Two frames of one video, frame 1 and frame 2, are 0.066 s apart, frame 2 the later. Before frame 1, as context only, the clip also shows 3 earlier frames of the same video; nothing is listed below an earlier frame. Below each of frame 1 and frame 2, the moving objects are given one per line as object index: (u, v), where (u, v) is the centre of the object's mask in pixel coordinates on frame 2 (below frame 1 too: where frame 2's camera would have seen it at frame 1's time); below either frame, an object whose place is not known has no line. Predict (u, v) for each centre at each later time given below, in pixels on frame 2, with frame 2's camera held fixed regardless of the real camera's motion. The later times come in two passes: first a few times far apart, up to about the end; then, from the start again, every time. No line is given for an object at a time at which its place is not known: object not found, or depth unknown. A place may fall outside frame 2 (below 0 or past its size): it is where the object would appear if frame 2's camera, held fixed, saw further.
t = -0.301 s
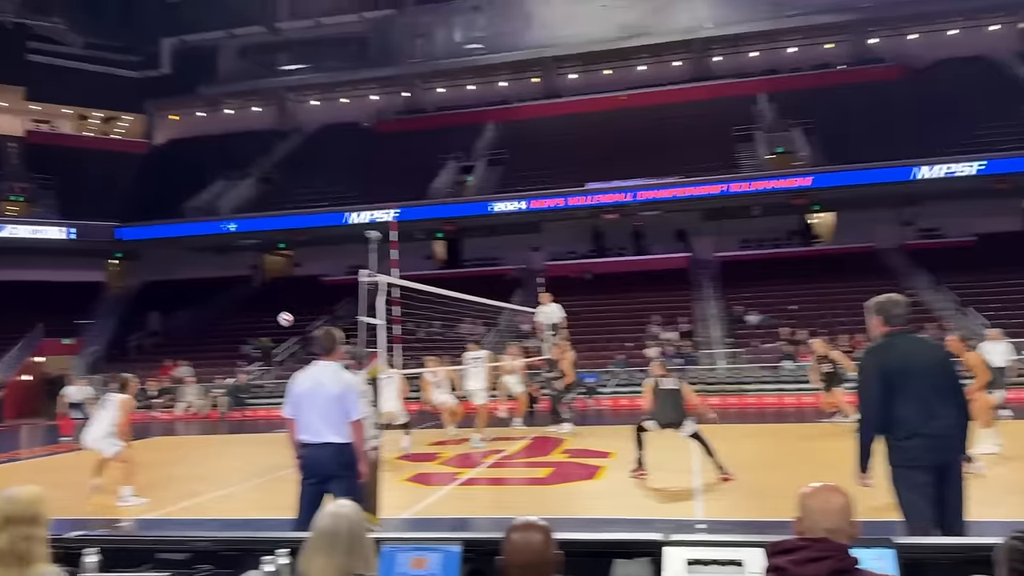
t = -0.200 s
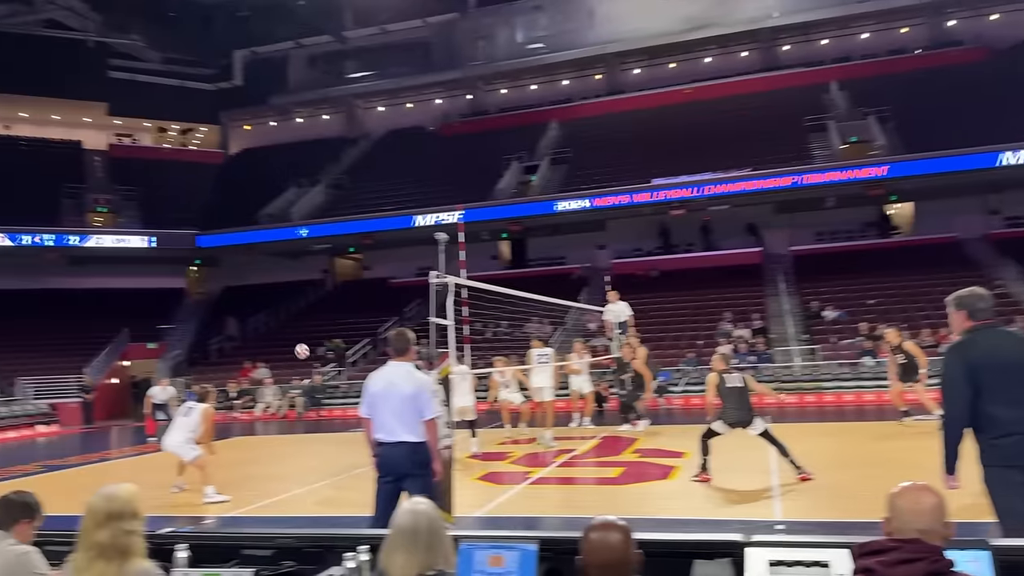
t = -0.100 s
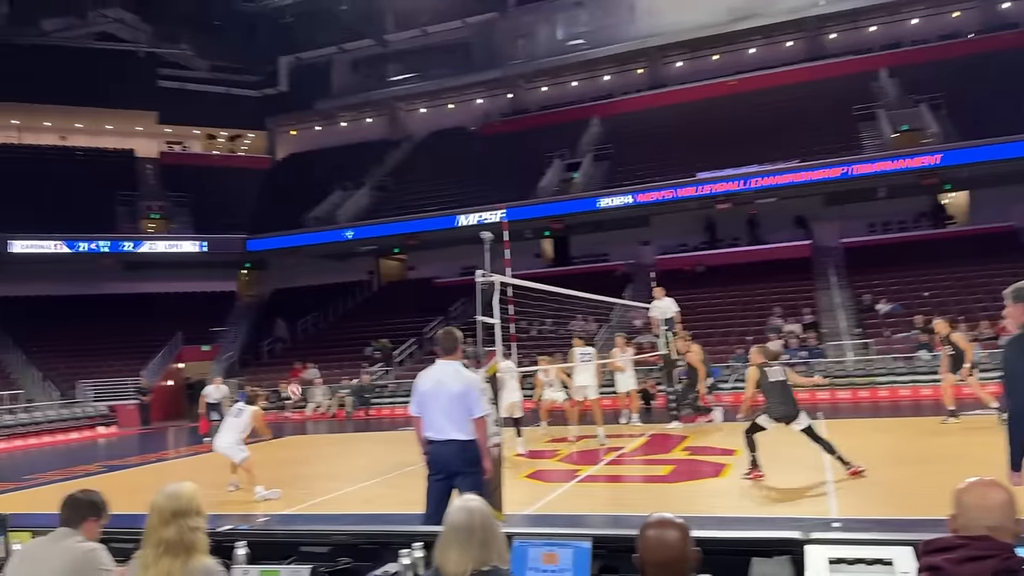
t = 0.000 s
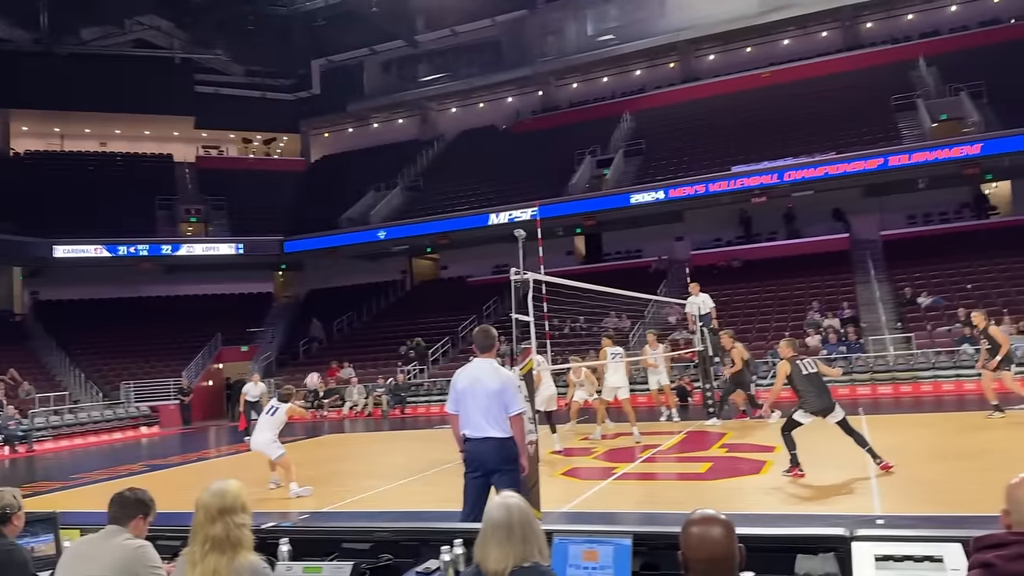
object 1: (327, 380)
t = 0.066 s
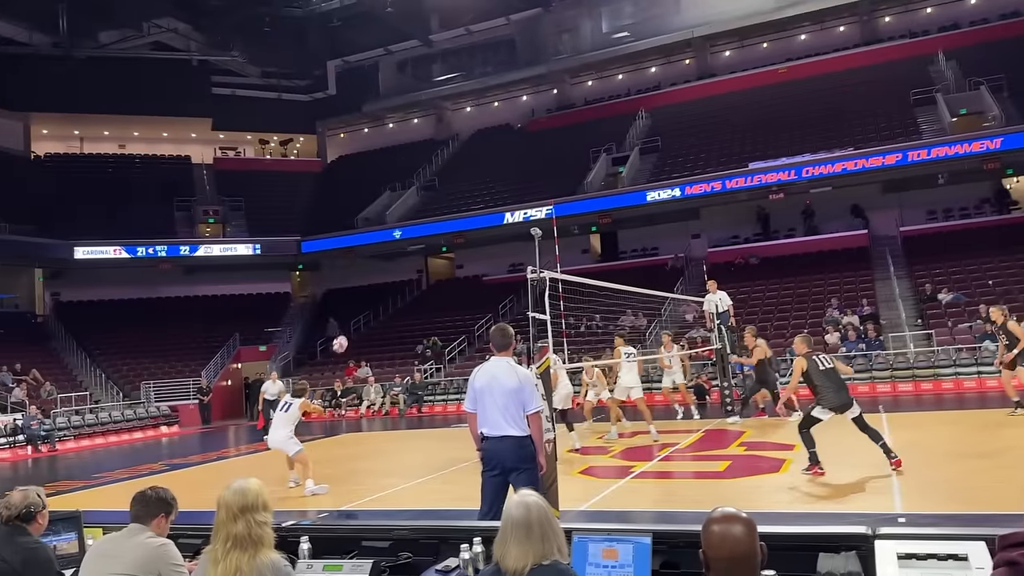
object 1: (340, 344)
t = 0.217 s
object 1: (364, 277)
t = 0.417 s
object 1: (389, 217)
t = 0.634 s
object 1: (409, 181)
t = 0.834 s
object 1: (428, 173)
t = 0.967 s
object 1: (443, 179)
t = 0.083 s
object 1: (343, 336)
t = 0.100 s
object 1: (346, 328)
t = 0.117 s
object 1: (349, 320)
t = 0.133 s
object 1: (351, 312)
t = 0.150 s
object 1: (354, 305)
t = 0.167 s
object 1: (357, 297)
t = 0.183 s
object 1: (359, 290)
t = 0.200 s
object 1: (362, 284)
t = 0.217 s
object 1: (364, 277)
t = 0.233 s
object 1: (367, 271)
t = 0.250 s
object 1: (369, 265)
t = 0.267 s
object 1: (371, 260)
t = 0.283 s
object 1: (373, 254)
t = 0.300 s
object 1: (375, 249)
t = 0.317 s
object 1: (377, 244)
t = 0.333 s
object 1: (380, 239)
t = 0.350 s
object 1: (382, 233)
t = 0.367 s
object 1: (383, 229)
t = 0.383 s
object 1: (385, 224)
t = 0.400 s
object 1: (387, 221)
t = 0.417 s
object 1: (389, 217)
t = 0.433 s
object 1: (390, 213)
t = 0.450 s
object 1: (392, 210)
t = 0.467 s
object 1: (394, 206)
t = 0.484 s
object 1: (395, 202)
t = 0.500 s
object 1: (396, 200)
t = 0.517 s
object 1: (398, 197)
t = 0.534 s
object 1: (400, 194)
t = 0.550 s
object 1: (402, 191)
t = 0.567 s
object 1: (403, 189)
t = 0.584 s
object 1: (405, 187)
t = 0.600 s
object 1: (406, 185)
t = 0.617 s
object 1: (408, 183)
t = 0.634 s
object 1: (409, 181)
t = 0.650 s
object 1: (411, 180)
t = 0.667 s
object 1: (412, 178)
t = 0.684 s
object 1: (414, 177)
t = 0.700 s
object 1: (416, 176)
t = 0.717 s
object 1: (417, 175)
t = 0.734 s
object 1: (419, 174)
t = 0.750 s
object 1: (421, 173)
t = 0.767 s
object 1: (422, 173)
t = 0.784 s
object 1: (424, 173)
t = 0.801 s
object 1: (425, 172)
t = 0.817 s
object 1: (427, 172)
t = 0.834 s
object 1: (428, 173)
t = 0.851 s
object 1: (430, 173)
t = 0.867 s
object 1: (432, 173)
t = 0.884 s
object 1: (433, 174)
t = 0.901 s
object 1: (435, 174)
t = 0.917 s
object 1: (437, 175)
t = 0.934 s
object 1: (439, 176)
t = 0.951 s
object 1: (441, 177)
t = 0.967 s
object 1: (443, 179)
